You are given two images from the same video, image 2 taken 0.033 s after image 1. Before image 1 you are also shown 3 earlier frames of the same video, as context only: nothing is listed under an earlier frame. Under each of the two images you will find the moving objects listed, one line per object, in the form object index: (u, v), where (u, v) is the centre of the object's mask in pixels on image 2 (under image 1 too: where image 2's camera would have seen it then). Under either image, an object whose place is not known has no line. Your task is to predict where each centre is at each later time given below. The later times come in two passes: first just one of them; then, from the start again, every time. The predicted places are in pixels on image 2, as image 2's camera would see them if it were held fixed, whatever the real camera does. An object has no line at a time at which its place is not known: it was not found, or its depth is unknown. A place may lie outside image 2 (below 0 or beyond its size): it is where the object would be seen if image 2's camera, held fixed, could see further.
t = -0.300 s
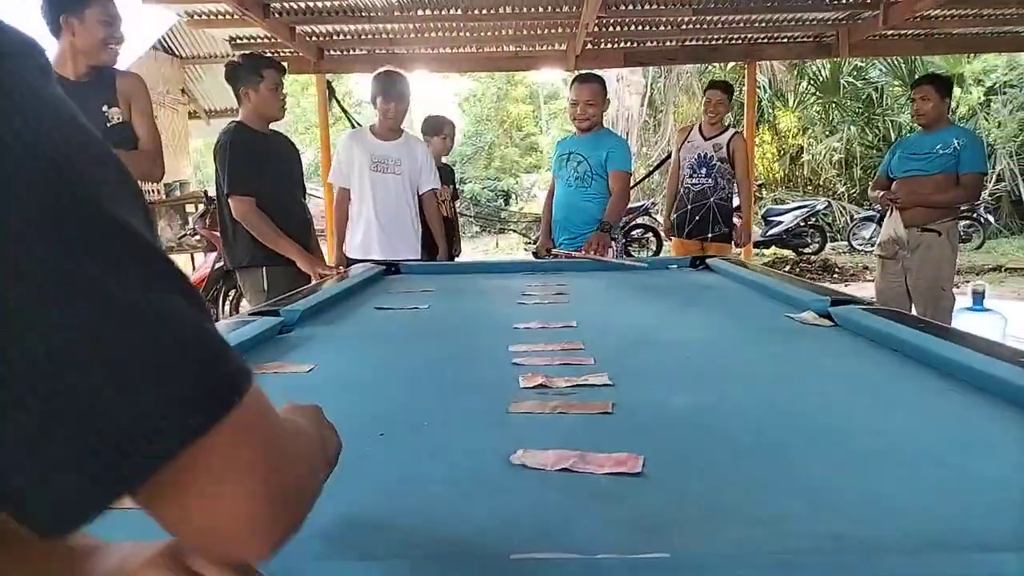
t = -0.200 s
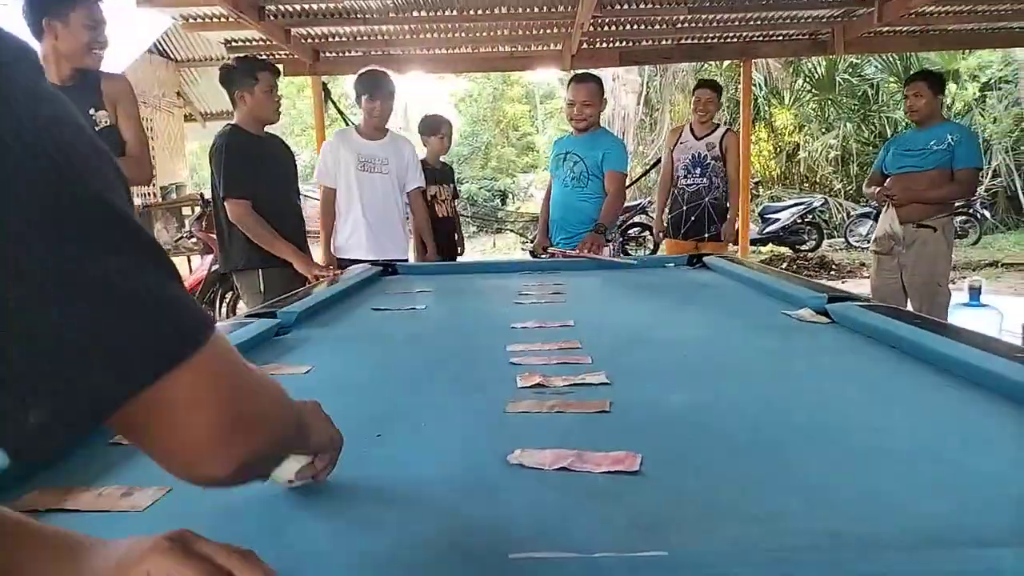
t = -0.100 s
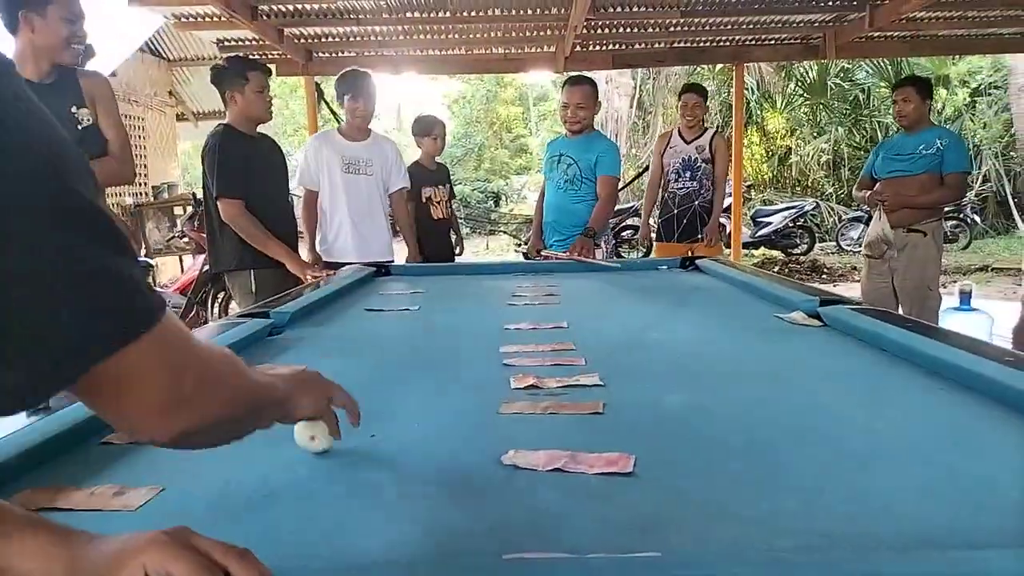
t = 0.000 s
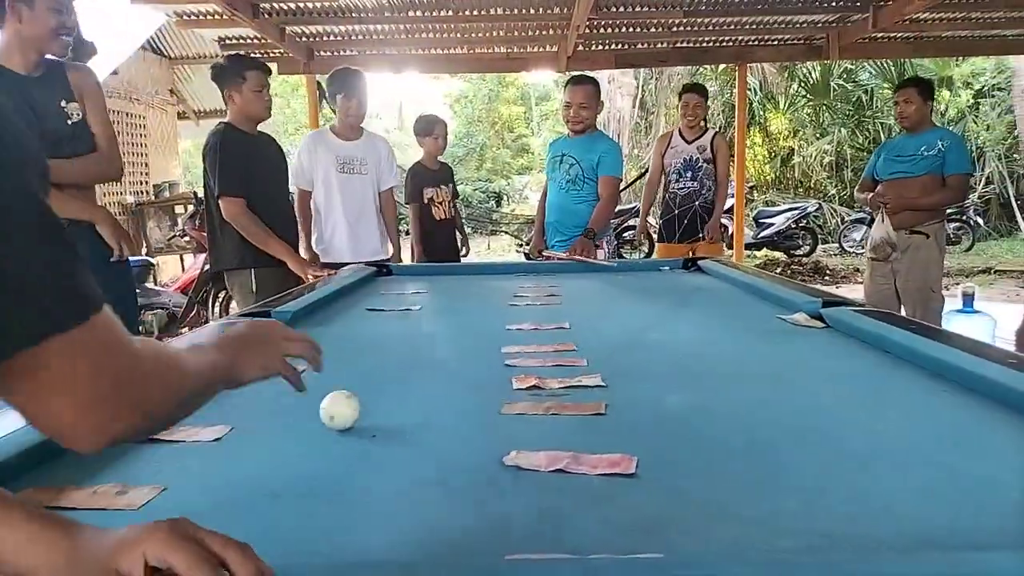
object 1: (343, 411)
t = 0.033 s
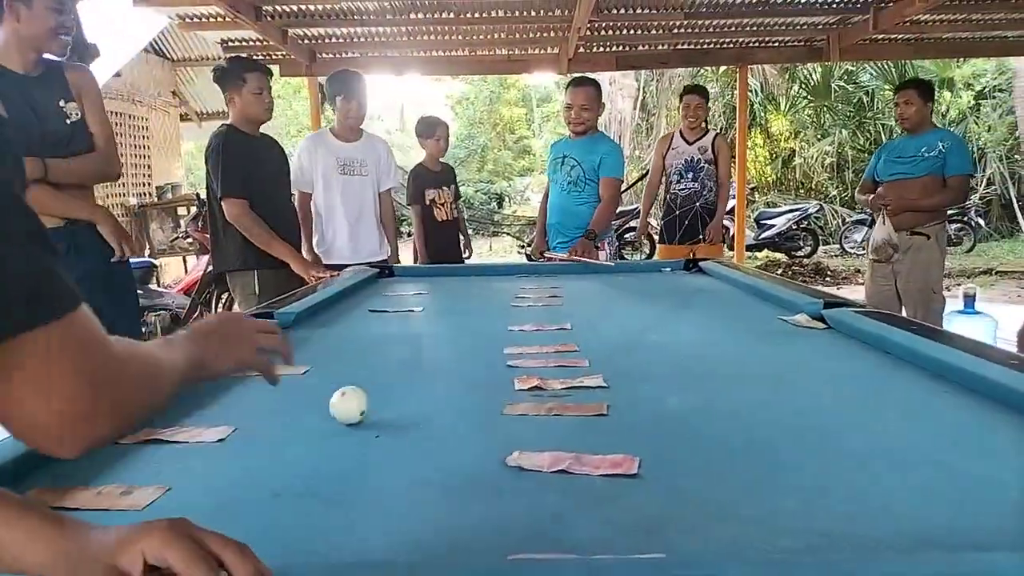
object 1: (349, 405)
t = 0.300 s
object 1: (389, 368)
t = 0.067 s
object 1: (356, 399)
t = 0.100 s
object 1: (362, 394)
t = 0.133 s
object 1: (367, 389)
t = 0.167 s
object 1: (372, 384)
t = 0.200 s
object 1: (377, 380)
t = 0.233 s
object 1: (381, 375)
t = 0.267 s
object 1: (386, 371)
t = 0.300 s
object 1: (389, 368)
